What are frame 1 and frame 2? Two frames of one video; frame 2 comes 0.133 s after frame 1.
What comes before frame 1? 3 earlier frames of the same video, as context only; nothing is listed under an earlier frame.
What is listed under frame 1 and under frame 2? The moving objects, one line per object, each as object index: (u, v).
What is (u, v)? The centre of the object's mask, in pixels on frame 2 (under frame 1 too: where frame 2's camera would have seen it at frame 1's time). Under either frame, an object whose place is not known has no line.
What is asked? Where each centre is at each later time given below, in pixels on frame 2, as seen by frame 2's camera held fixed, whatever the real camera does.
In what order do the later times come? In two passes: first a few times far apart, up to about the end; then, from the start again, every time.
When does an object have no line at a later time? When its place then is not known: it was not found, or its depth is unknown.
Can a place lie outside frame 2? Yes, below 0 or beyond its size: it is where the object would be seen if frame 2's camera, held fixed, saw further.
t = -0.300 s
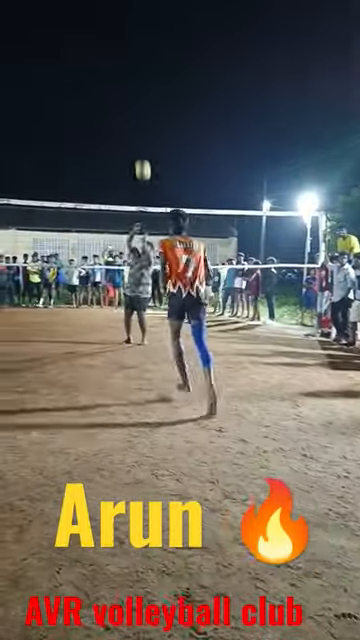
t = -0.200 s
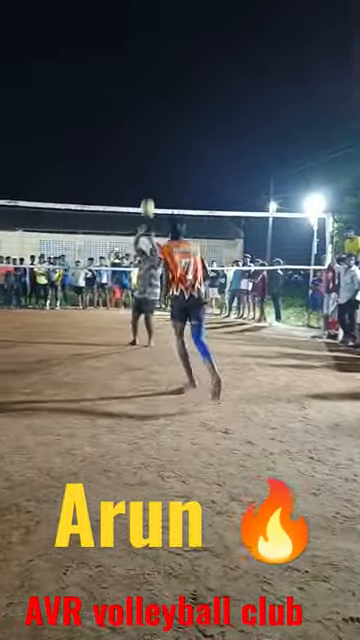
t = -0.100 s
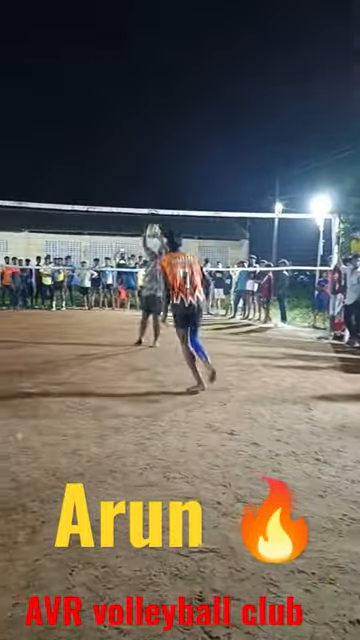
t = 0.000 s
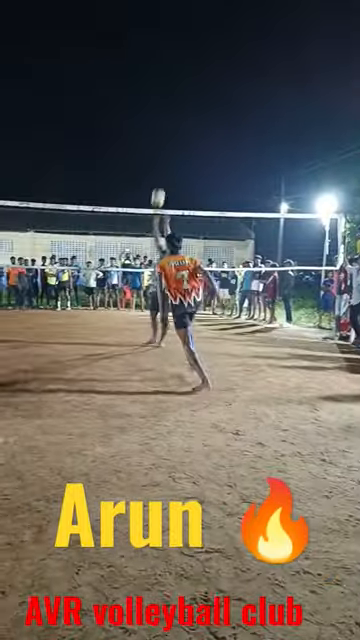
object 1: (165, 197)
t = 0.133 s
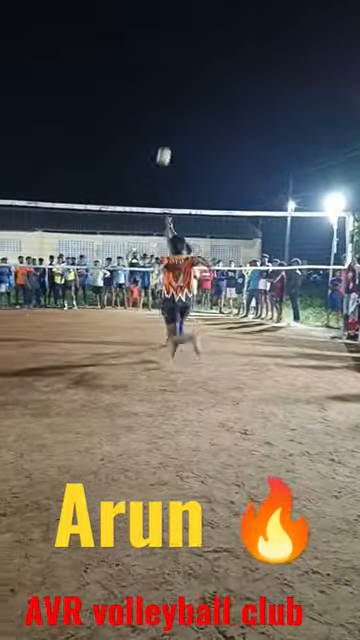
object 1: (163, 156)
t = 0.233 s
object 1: (163, 133)
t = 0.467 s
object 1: (160, 103)
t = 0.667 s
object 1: (158, 106)
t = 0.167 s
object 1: (163, 148)
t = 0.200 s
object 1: (163, 140)
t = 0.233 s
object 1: (163, 133)
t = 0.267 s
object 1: (162, 127)
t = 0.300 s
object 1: (161, 120)
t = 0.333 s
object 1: (161, 116)
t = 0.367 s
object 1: (161, 112)
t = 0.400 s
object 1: (161, 108)
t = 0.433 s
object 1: (160, 105)
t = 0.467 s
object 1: (160, 103)
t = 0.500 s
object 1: (159, 102)
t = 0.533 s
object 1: (159, 101)
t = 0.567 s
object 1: (159, 101)
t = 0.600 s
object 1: (158, 102)
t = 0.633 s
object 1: (158, 104)
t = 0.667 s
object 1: (158, 106)
